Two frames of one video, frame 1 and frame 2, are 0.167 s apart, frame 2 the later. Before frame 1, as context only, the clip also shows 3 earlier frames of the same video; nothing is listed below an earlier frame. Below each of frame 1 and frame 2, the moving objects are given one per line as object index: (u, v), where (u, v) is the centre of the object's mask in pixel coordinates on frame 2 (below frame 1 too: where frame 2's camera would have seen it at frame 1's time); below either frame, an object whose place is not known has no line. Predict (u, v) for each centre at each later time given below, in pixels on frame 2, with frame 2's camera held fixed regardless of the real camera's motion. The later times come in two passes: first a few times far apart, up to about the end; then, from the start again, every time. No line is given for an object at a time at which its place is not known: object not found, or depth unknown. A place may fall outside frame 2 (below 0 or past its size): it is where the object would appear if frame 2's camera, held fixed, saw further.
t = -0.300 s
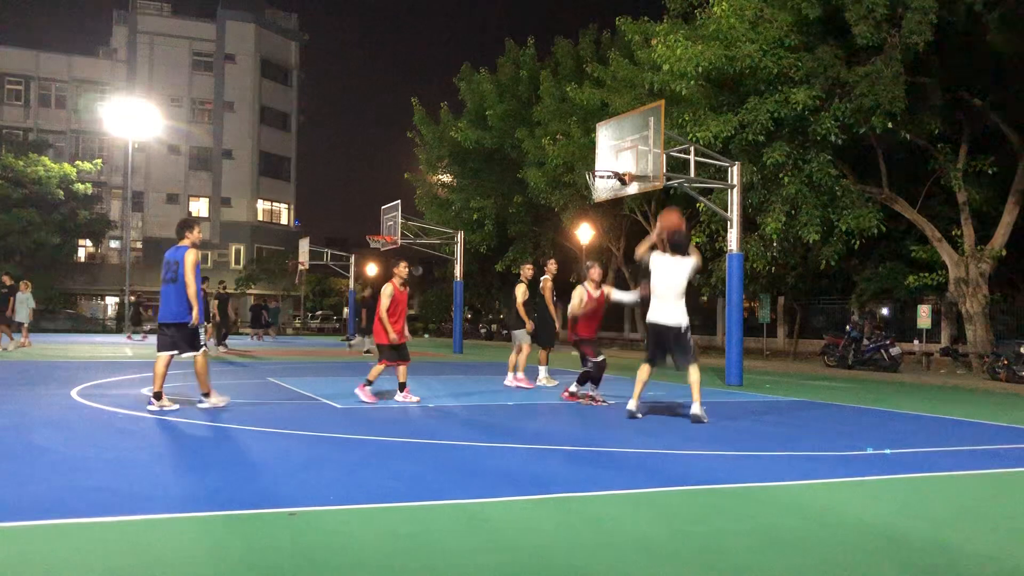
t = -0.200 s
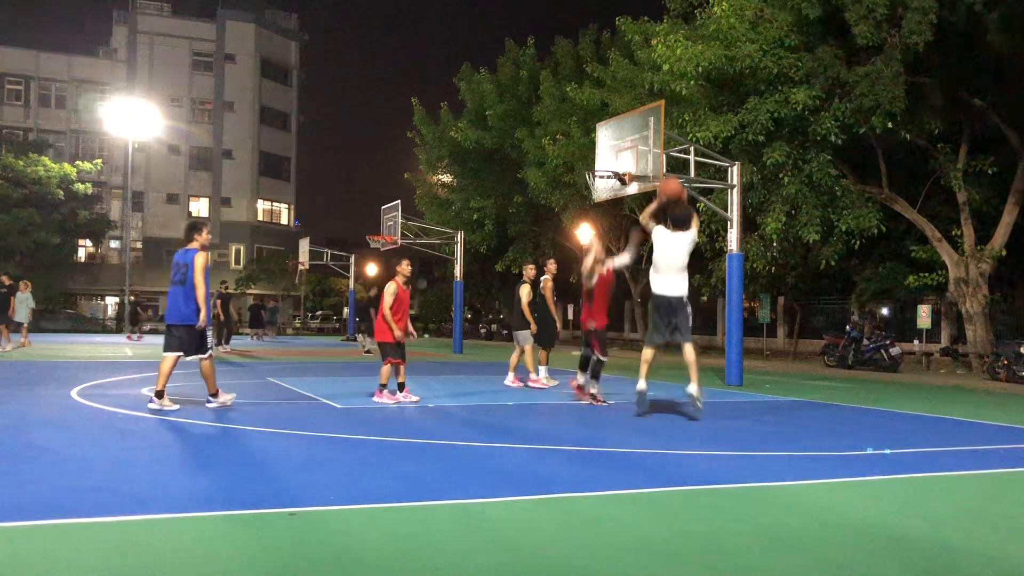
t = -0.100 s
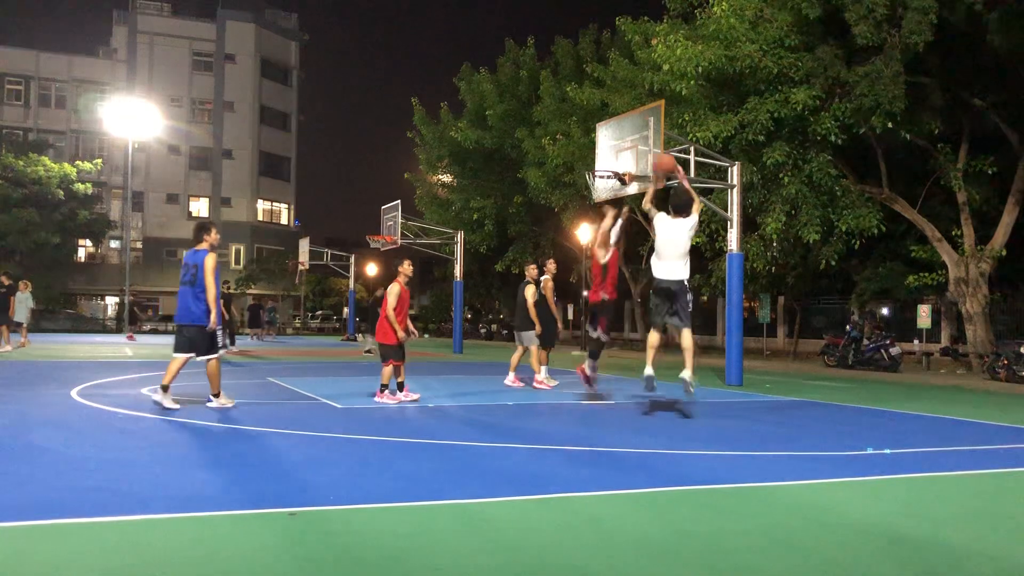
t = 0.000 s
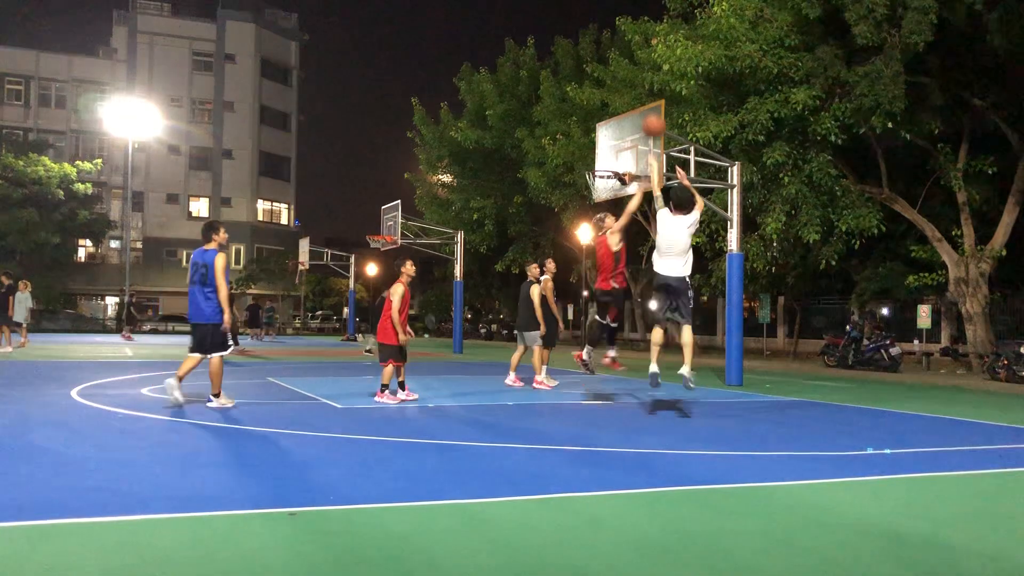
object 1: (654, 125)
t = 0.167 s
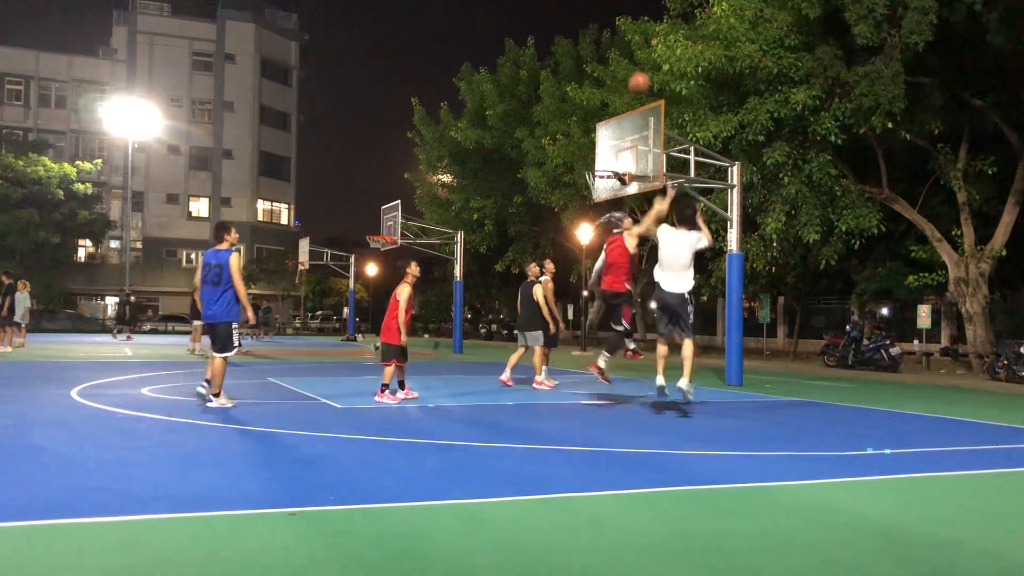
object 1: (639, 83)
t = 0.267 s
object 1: (631, 71)
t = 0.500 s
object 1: (616, 78)
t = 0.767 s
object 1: (600, 134)
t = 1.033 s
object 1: (624, 149)
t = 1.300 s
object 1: (640, 142)
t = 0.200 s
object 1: (636, 77)
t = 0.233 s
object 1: (634, 74)
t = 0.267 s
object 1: (631, 71)
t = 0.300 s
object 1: (629, 69)
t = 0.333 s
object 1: (626, 69)
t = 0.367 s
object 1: (624, 69)
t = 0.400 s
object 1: (622, 70)
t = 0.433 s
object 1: (620, 73)
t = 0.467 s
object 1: (618, 75)
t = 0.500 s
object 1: (616, 78)
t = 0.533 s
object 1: (613, 83)
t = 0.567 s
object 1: (612, 88)
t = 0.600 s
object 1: (609, 93)
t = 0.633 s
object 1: (607, 100)
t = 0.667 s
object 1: (605, 107)
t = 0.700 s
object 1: (604, 115)
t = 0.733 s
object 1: (602, 123)
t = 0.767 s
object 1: (600, 134)
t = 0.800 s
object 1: (598, 143)
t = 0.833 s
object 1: (596, 153)
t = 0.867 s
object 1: (595, 162)
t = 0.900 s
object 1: (596, 166)
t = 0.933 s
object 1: (604, 161)
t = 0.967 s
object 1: (611, 157)
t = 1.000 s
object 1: (618, 153)
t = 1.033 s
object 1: (624, 149)
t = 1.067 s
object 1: (631, 146)
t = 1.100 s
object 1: (637, 143)
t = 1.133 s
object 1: (637, 142)
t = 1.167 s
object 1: (638, 140)
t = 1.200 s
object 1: (638, 140)
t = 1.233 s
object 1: (638, 140)
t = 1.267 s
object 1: (639, 141)
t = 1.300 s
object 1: (640, 142)
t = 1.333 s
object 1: (640, 145)
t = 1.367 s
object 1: (640, 148)
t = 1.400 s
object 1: (641, 152)
